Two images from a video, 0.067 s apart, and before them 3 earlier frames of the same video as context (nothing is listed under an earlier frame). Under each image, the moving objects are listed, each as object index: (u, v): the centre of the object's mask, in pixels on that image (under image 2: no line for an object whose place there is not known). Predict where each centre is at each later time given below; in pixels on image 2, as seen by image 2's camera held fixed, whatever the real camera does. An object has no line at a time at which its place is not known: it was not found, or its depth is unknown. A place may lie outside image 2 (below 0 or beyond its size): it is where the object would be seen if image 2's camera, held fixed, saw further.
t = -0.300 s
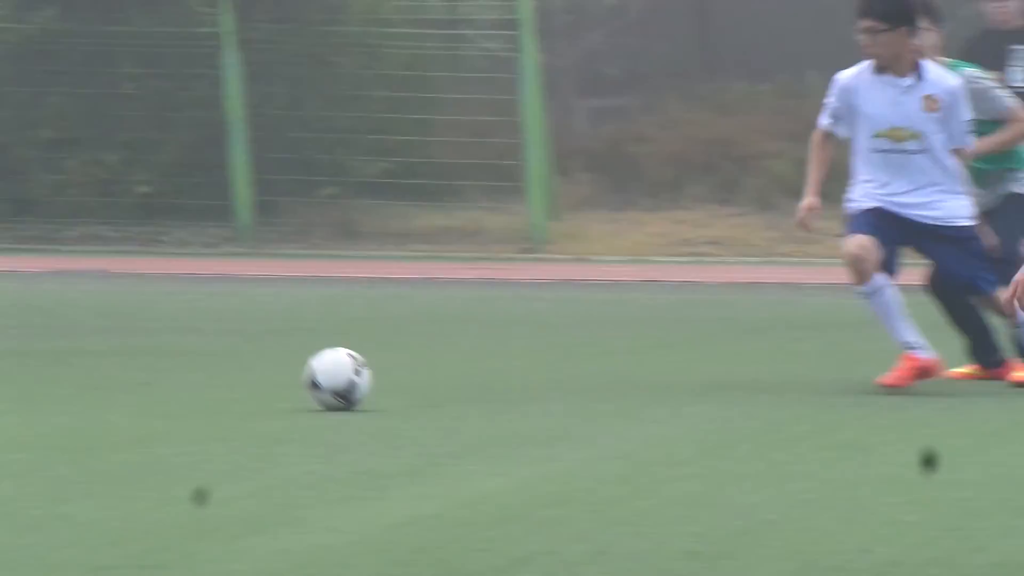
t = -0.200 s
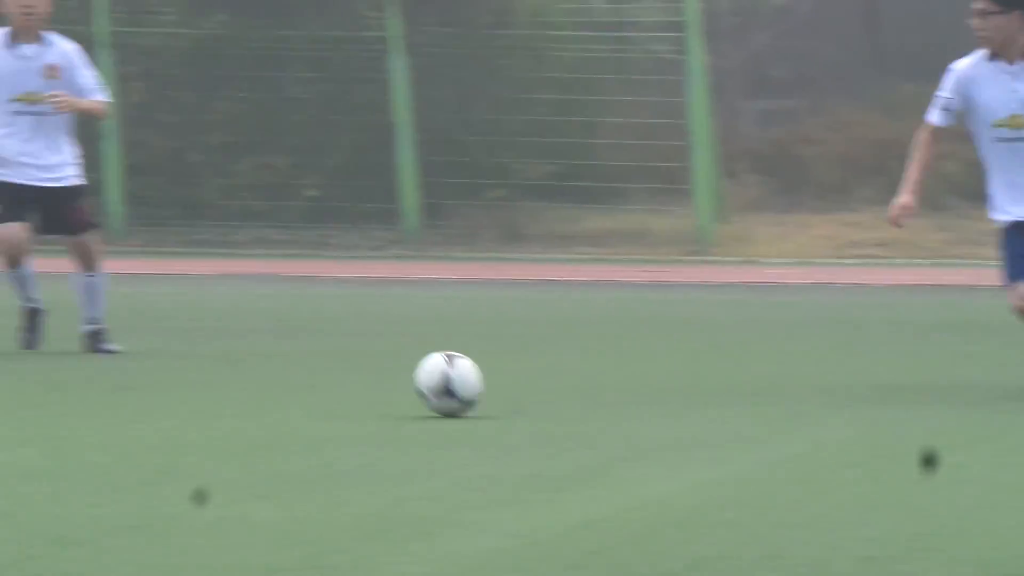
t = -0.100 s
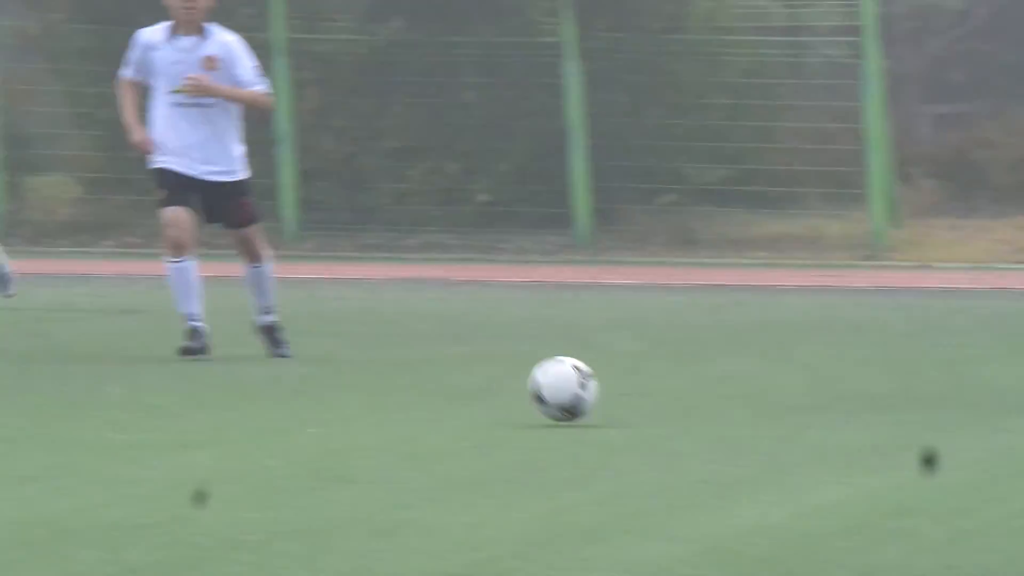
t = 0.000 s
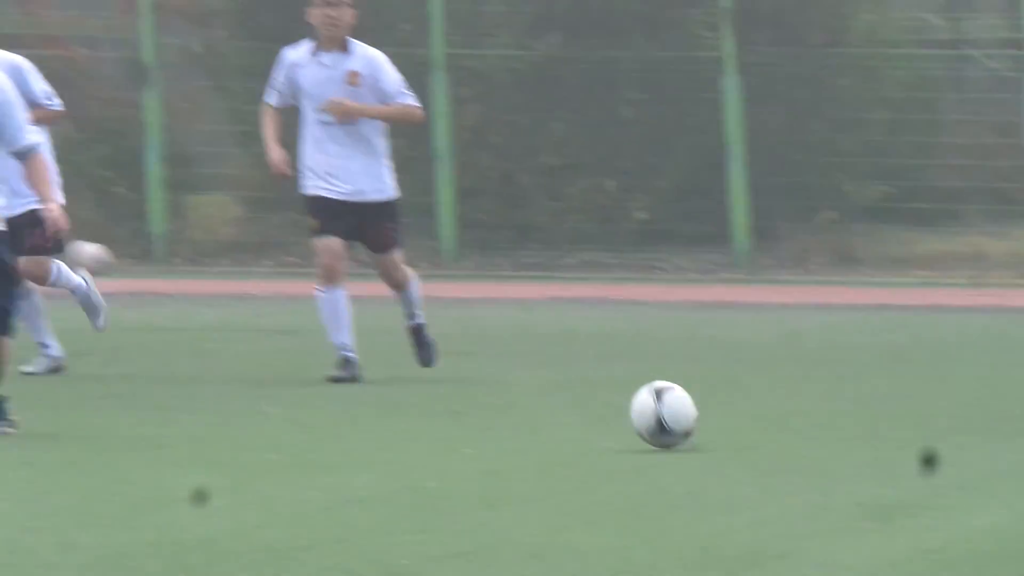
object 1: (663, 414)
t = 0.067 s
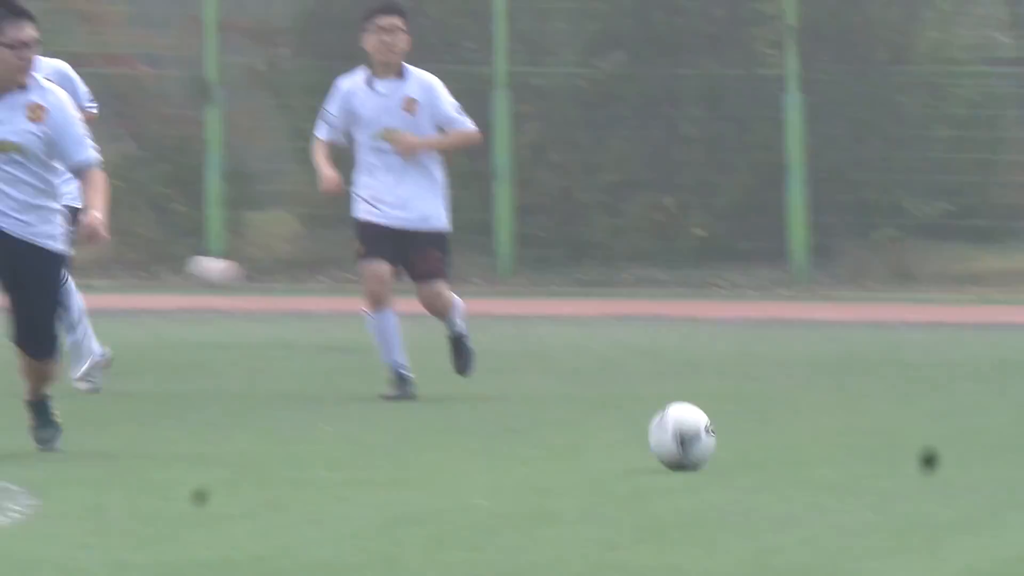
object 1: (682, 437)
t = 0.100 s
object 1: (665, 436)
